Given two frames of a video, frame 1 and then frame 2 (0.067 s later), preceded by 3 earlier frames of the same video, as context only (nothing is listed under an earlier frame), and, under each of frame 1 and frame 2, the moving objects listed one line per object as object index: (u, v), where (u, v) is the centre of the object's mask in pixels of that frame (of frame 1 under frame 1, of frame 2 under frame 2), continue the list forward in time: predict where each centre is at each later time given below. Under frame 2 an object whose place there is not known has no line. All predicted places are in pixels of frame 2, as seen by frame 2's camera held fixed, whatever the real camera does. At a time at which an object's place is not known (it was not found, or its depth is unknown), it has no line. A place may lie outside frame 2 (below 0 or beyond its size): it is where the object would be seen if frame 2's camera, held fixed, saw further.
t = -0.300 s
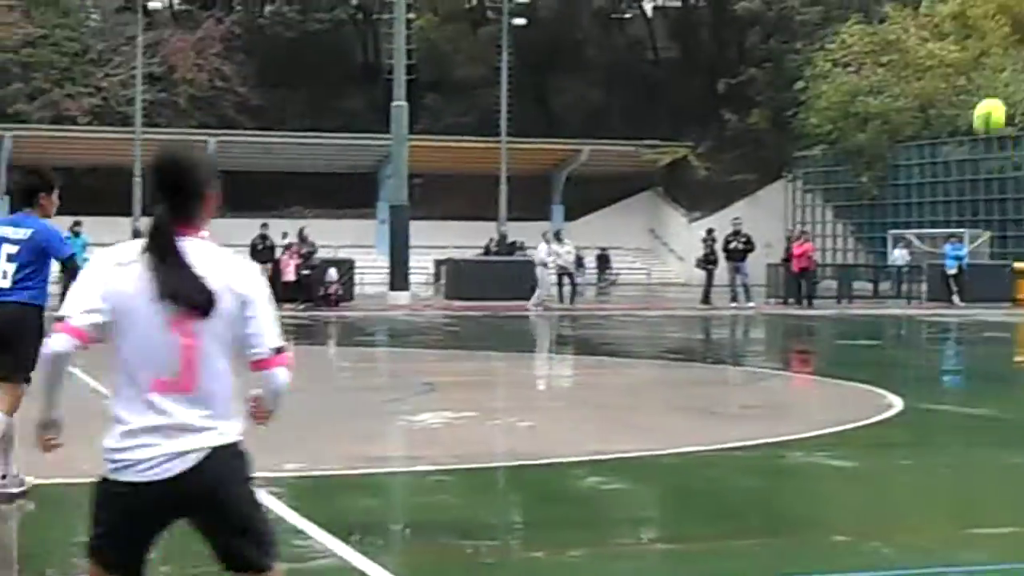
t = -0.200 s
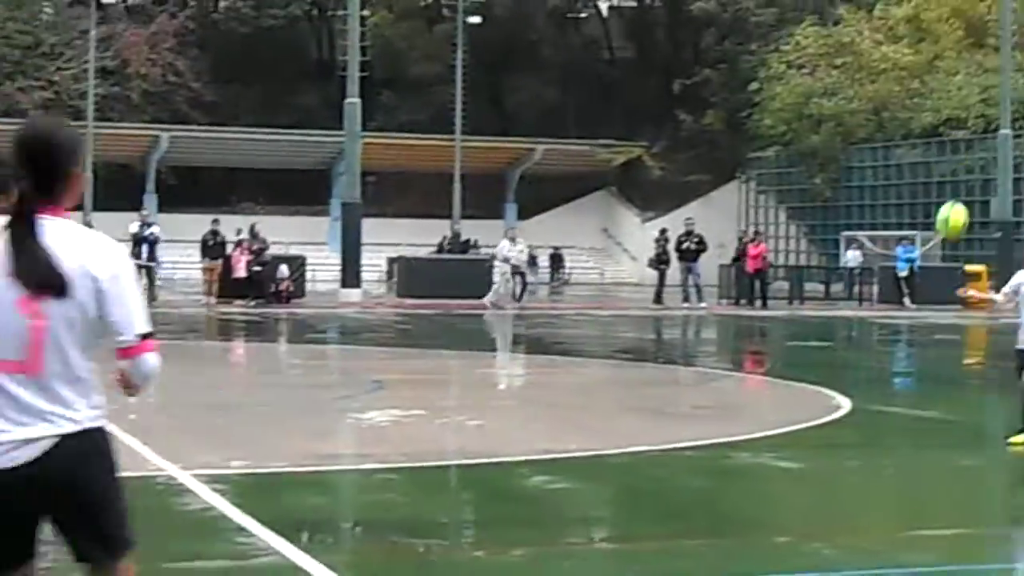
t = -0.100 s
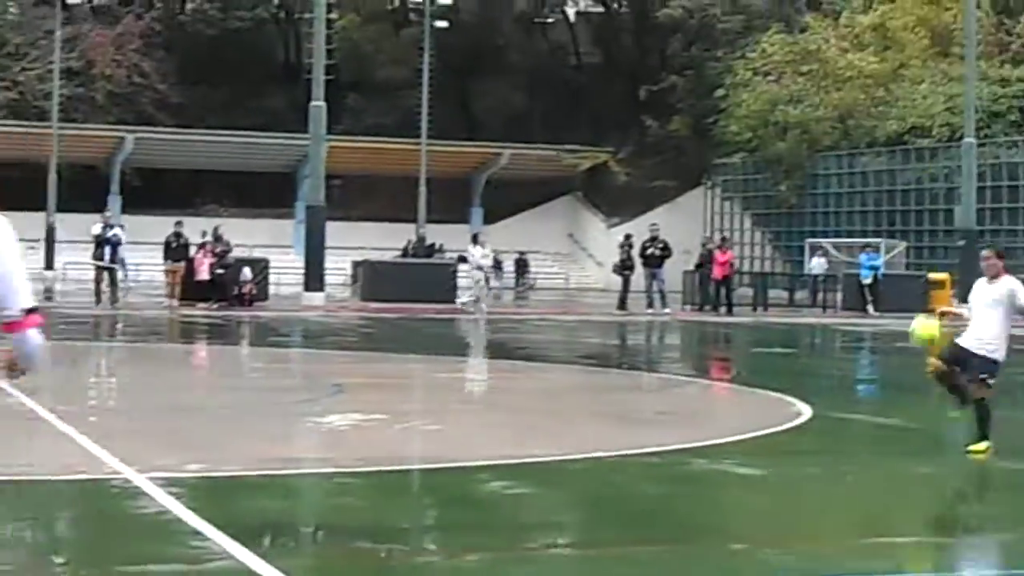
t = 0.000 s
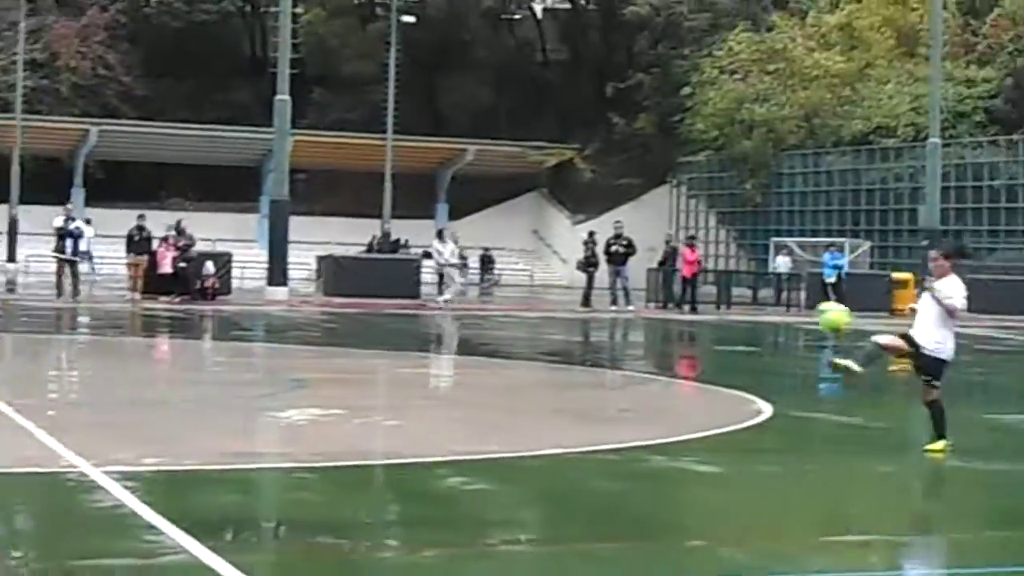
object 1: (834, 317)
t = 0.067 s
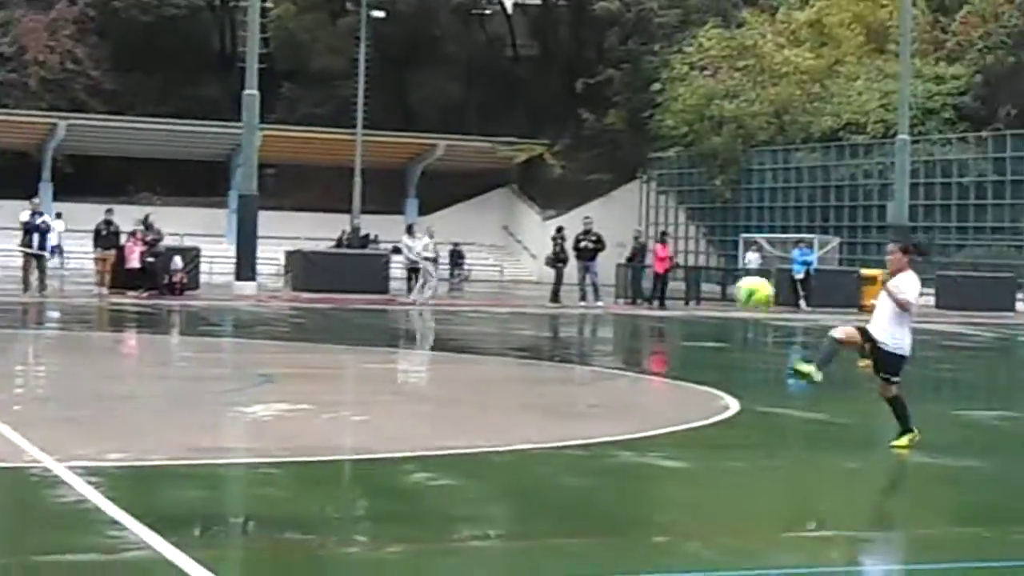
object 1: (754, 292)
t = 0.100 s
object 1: (725, 284)
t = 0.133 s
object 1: (695, 277)
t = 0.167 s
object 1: (664, 272)
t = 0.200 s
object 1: (630, 268)
